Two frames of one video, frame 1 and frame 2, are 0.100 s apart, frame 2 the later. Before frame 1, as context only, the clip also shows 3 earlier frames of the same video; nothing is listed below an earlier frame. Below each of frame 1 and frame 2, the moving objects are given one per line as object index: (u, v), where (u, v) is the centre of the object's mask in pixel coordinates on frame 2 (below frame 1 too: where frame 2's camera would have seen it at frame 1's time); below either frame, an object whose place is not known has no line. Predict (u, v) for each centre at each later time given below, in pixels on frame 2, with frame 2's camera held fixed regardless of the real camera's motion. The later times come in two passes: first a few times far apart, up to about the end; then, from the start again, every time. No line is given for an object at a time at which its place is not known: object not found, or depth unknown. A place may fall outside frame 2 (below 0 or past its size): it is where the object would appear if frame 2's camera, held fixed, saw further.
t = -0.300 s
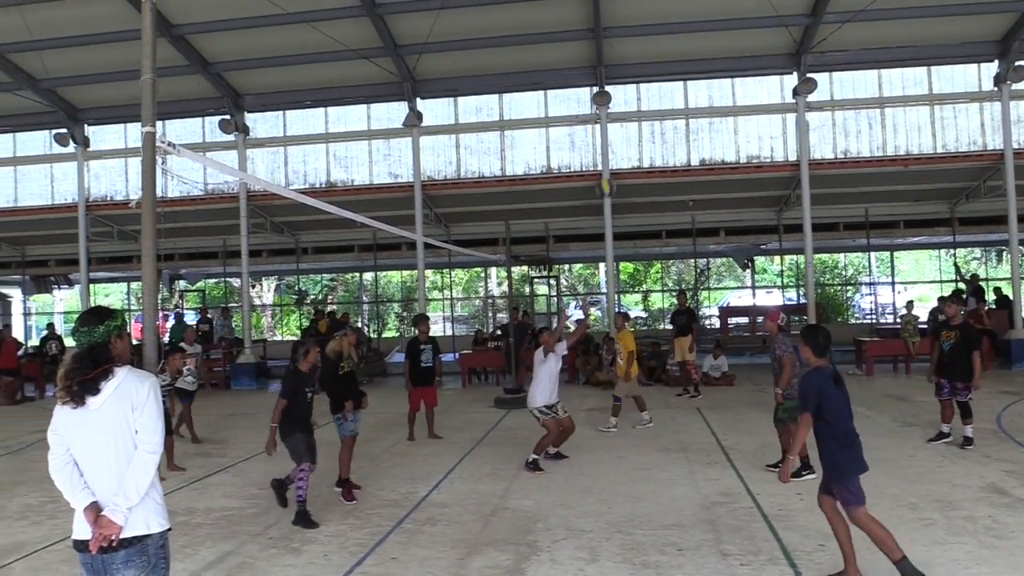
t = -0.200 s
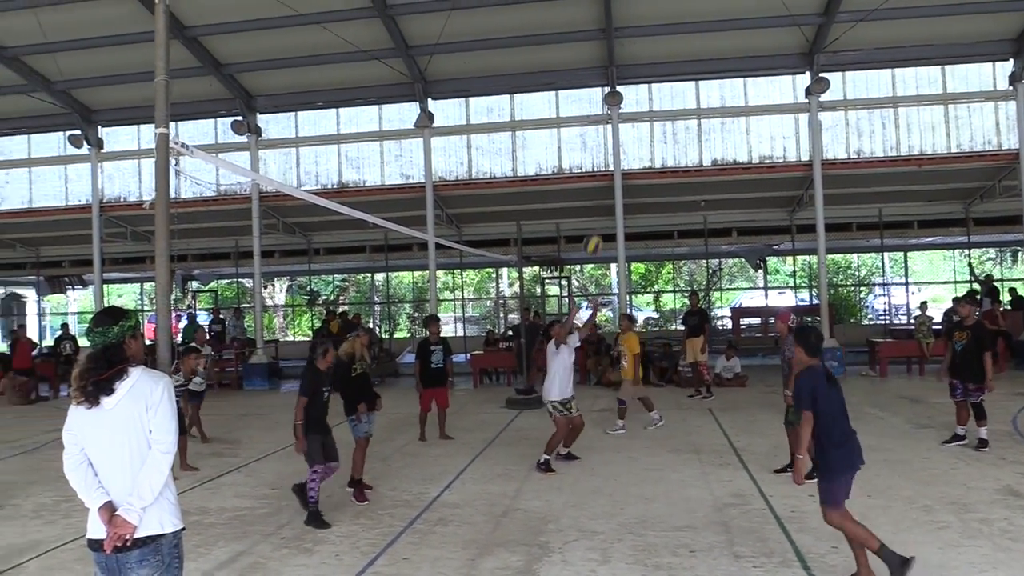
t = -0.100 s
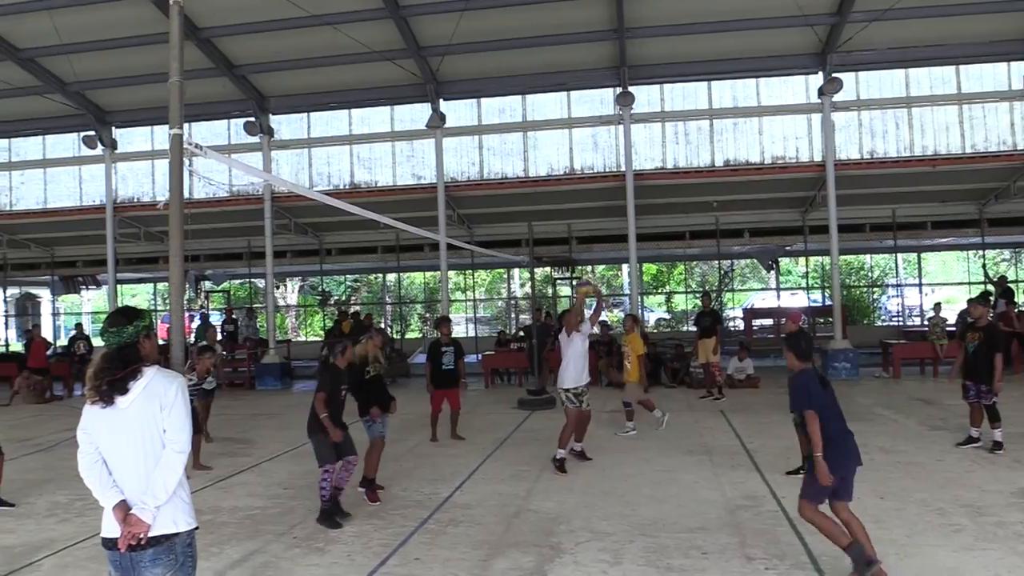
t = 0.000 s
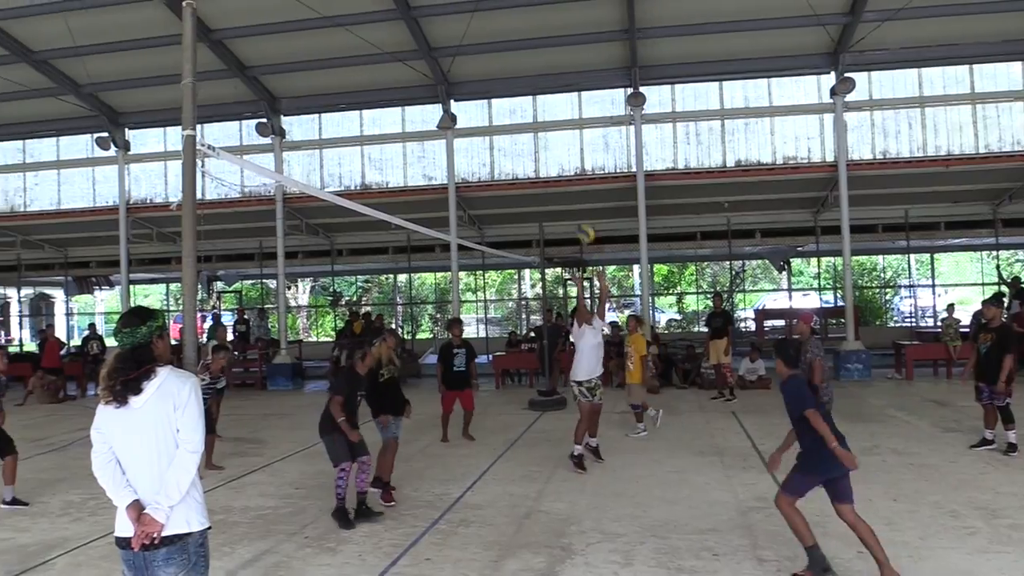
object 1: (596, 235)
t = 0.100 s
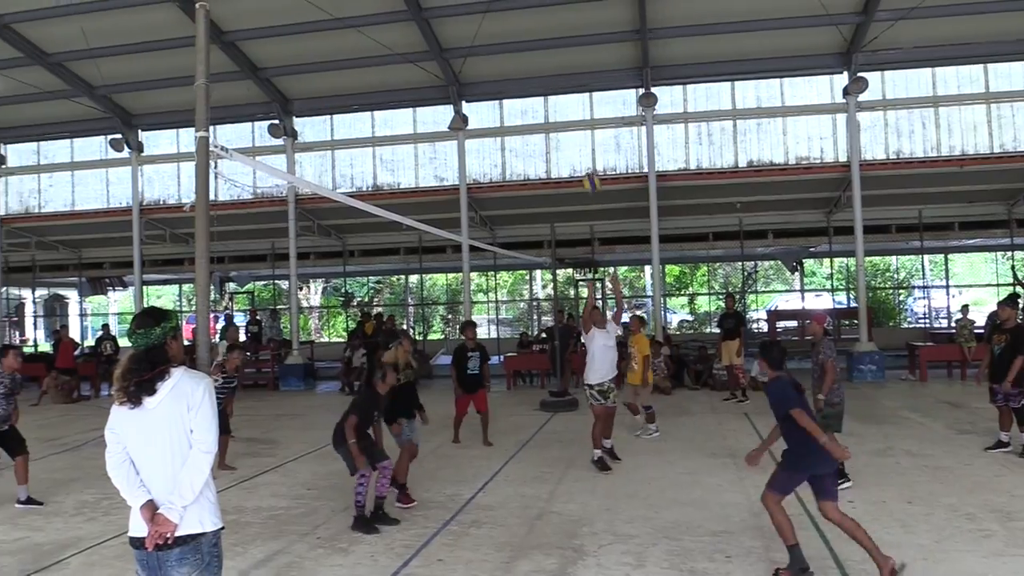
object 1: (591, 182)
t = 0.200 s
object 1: (585, 140)
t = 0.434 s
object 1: (570, 76)
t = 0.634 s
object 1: (558, 60)
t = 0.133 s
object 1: (589, 168)
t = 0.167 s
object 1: (587, 153)
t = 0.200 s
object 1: (585, 140)
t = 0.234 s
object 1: (583, 128)
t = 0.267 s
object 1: (582, 117)
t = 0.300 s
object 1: (579, 107)
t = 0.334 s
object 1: (577, 98)
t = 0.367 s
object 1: (576, 90)
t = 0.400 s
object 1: (573, 82)
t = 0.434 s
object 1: (570, 76)
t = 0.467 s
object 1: (568, 71)
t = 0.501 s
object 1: (565, 67)
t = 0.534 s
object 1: (563, 63)
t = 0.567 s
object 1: (562, 61)
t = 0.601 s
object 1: (560, 60)
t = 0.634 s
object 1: (558, 60)
